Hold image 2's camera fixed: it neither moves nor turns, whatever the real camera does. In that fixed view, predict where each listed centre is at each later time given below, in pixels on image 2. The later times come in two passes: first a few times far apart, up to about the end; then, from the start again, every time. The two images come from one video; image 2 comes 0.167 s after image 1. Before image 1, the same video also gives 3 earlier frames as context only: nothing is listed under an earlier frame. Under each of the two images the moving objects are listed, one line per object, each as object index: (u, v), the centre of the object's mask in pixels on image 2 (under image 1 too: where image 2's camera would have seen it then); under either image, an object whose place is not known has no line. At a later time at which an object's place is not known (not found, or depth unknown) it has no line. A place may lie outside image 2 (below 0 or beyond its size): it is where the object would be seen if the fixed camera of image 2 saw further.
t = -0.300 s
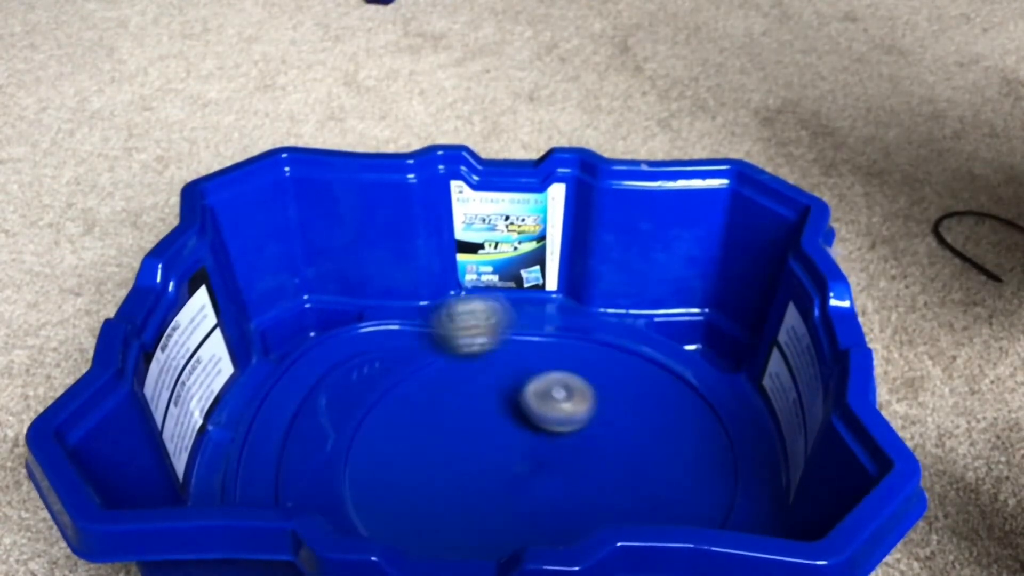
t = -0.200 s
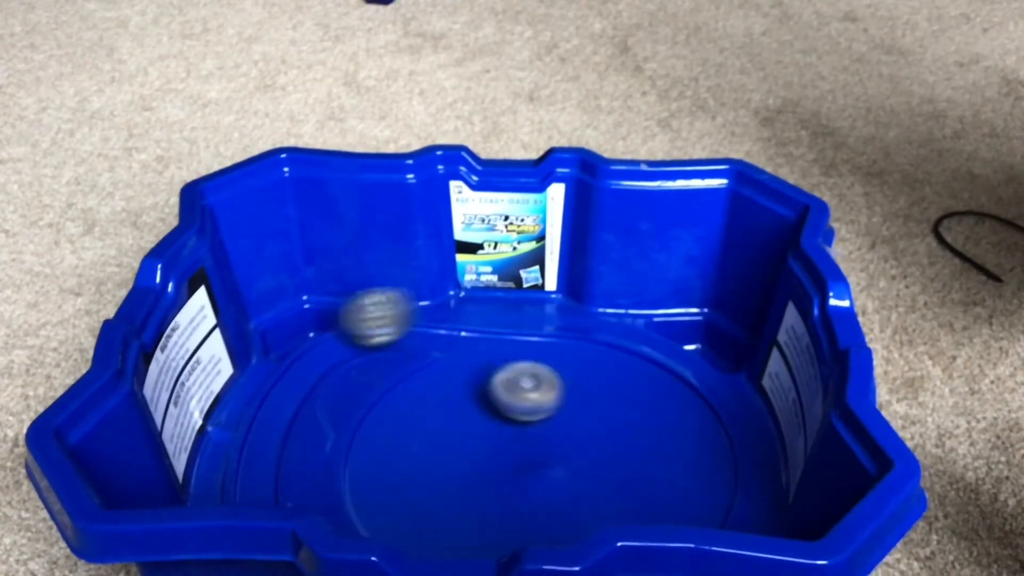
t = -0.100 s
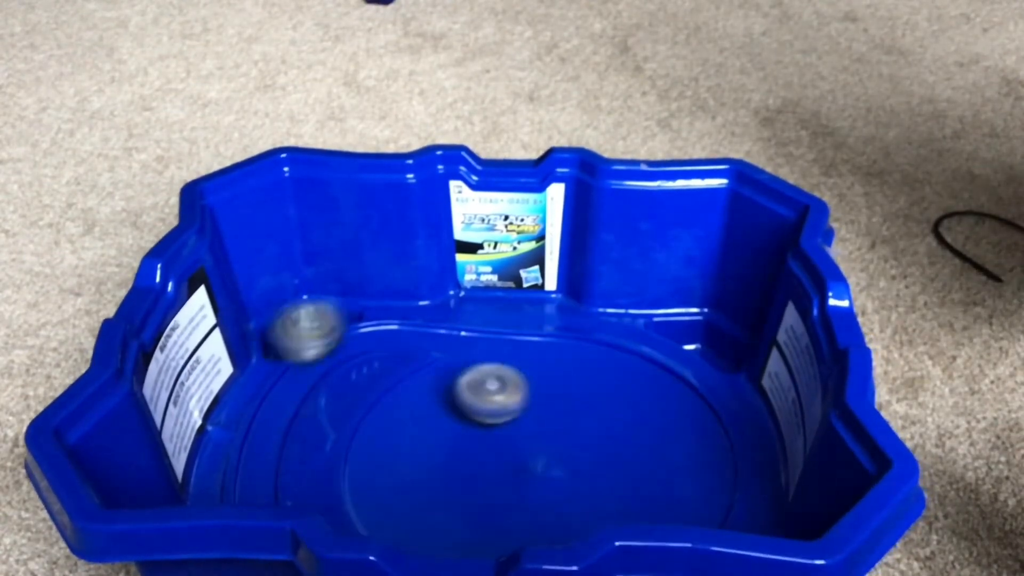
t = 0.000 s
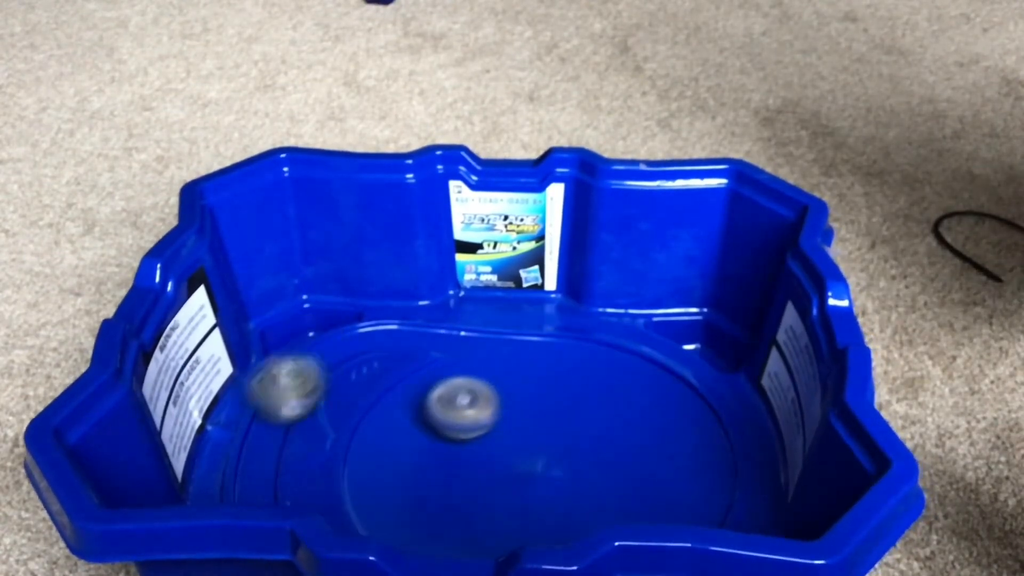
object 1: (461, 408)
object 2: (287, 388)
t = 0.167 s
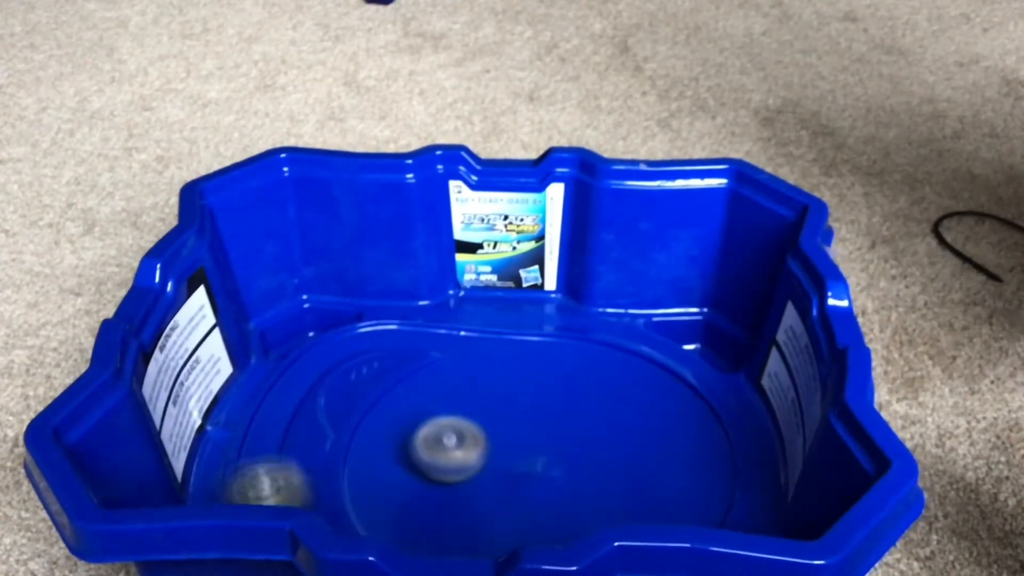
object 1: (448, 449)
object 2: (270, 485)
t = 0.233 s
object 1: (459, 465)
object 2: (333, 520)
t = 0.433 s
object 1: (518, 491)
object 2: (549, 530)
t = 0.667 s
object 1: (585, 462)
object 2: (718, 448)
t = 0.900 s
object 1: (599, 431)
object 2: (551, 355)
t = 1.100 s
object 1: (570, 413)
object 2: (376, 401)
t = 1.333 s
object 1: (522, 418)
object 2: (440, 536)
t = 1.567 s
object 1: (483, 438)
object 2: (678, 504)
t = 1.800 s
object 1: (465, 472)
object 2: (628, 367)
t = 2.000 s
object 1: (488, 495)
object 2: (455, 337)
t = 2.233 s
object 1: (532, 489)
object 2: (369, 472)
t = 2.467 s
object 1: (540, 471)
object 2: (563, 530)
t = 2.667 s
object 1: (506, 468)
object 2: (700, 452)
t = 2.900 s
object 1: (500, 458)
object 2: (597, 341)
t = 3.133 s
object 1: (495, 450)
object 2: (406, 375)
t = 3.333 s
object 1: (493, 450)
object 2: (376, 497)
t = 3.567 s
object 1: (495, 449)
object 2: (567, 532)
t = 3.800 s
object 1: (493, 449)
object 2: (689, 437)
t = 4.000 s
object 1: (497, 445)
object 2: (581, 351)
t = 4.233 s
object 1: (499, 439)
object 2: (401, 371)
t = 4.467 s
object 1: (503, 435)
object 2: (388, 504)
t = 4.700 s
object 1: (503, 435)
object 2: (597, 518)
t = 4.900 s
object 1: (505, 433)
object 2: (683, 434)
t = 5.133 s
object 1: (503, 435)
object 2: (570, 343)
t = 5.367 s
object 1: (504, 434)
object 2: (404, 388)
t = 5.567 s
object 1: (501, 437)
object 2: (393, 501)
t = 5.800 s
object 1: (501, 437)
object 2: (572, 529)
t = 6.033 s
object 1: (497, 442)
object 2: (677, 441)
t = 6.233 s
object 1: (494, 447)
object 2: (582, 363)
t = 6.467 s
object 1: (496, 450)
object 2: (417, 377)
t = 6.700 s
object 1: (493, 450)
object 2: (385, 493)
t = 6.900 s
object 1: (495, 453)
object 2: (540, 528)
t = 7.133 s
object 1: (496, 449)
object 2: (664, 451)
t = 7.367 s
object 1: (493, 450)
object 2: (582, 360)
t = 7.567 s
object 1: (496, 448)
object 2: (446, 374)
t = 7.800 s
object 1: (496, 445)
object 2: (398, 482)
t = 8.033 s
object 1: (496, 446)
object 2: (552, 527)
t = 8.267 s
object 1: (497, 444)
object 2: (659, 454)
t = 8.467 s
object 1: (497, 444)
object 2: (586, 377)
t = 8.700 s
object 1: (495, 447)
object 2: (437, 384)
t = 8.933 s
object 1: (496, 449)
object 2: (397, 483)
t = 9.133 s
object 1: (494, 449)
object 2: (529, 524)
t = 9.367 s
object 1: (494, 450)
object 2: (643, 455)
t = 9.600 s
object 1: (494, 448)
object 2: (571, 371)
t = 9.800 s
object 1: (494, 449)
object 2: (452, 384)
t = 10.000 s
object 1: (495, 447)
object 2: (409, 466)
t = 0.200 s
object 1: (453, 457)
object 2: (291, 500)
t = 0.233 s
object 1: (459, 465)
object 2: (333, 520)
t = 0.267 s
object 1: (466, 472)
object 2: (352, 529)
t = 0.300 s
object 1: (475, 479)
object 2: (397, 538)
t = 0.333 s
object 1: (485, 485)
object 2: (432, 544)
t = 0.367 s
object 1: (495, 489)
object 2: (469, 542)
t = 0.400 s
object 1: (506, 490)
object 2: (509, 537)
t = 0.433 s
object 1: (518, 491)
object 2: (549, 530)
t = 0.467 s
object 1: (532, 487)
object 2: (584, 523)
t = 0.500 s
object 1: (546, 481)
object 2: (630, 514)
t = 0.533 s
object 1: (556, 476)
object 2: (669, 509)
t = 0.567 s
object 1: (566, 472)
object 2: (699, 501)
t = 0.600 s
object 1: (573, 468)
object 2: (717, 488)
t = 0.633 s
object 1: (580, 465)
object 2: (721, 468)
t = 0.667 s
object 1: (585, 462)
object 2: (718, 448)
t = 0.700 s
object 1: (590, 459)
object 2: (708, 428)
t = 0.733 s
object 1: (595, 455)
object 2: (692, 409)
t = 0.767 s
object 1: (598, 450)
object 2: (670, 391)
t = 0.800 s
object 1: (600, 445)
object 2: (645, 377)
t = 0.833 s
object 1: (600, 440)
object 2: (615, 367)
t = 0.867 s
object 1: (600, 435)
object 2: (585, 360)
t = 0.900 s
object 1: (599, 431)
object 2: (551, 355)
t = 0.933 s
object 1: (596, 427)
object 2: (519, 355)
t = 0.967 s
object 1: (593, 423)
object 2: (487, 358)
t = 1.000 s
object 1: (588, 419)
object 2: (456, 363)
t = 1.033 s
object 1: (583, 416)
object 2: (426, 373)
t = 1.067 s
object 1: (577, 414)
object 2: (400, 385)
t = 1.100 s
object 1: (570, 413)
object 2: (376, 401)
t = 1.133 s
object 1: (563, 412)
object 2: (357, 417)
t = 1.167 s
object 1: (555, 411)
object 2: (349, 439)
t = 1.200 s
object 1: (547, 411)
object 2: (352, 465)
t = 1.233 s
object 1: (541, 412)
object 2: (366, 490)
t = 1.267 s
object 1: (534, 414)
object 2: (386, 511)
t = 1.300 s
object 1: (528, 416)
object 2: (410, 526)
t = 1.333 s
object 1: (522, 418)
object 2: (440, 536)
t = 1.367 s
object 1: (516, 420)
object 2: (473, 543)
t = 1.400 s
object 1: (510, 423)
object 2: (506, 545)
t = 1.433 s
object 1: (504, 425)
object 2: (548, 540)
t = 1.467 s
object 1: (498, 428)
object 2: (570, 536)
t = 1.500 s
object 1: (494, 431)
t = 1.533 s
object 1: (489, 434)
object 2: (658, 512)
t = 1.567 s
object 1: (483, 438)
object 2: (678, 504)
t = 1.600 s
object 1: (478, 442)
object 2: (691, 489)
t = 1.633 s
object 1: (473, 447)
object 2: (695, 466)
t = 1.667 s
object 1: (470, 452)
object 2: (692, 443)
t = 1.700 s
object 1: (467, 457)
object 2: (684, 422)
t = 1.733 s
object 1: (466, 462)
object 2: (669, 401)
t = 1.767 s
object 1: (465, 467)
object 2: (652, 383)
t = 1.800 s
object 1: (465, 472)
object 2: (628, 367)
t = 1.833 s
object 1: (467, 477)
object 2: (601, 354)
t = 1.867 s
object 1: (469, 482)
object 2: (575, 345)
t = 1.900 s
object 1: (473, 486)
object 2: (545, 338)
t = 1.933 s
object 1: (477, 490)
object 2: (515, 334)
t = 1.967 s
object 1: (482, 492)
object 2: (486, 334)
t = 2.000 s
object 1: (488, 495)
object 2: (455, 337)
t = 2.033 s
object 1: (496, 496)
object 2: (429, 345)
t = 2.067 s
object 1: (502, 496)
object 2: (406, 362)
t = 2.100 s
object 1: (510, 497)
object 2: (389, 381)
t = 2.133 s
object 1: (516, 496)
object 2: (375, 403)
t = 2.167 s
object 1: (522, 494)
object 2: (366, 426)
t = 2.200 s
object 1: (527, 492)
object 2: (365, 449)
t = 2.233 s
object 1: (532, 489)
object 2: (369, 472)
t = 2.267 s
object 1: (535, 486)
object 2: (382, 495)
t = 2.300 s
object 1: (537, 484)
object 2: (402, 514)
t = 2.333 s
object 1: (538, 481)
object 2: (432, 526)
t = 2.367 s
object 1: (541, 478)
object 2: (463, 534)
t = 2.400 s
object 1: (542, 475)
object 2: (492, 536)
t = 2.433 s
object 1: (542, 473)
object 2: (531, 535)
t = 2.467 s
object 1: (540, 471)
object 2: (563, 530)
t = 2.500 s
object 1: (536, 470)
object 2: (599, 520)
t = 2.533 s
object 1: (529, 470)
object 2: (637, 511)
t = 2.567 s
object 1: (522, 470)
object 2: (665, 502)
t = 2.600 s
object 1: (514, 470)
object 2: (683, 493)
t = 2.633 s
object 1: (508, 469)
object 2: (695, 473)
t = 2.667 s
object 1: (506, 468)
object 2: (700, 452)
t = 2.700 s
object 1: (506, 466)
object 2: (701, 431)
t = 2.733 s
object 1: (505, 465)
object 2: (695, 412)
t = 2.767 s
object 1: (505, 464)
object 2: (684, 393)
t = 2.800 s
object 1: (504, 463)
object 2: (668, 377)
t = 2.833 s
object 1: (502, 461)
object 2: (647, 362)
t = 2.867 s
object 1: (501, 459)
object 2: (623, 350)
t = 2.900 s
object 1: (500, 458)
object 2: (597, 341)
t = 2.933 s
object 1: (499, 456)
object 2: (571, 336)
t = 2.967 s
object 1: (498, 454)
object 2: (541, 334)
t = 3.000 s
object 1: (497, 453)
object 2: (513, 336)
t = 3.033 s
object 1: (497, 452)
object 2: (483, 341)
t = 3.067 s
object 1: (496, 451)
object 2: (456, 350)
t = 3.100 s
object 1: (496, 450)
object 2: (430, 361)
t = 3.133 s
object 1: (495, 450)
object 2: (406, 375)
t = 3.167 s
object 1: (495, 450)
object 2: (388, 392)
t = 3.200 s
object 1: (494, 449)
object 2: (373, 411)
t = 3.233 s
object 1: (494, 449)
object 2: (364, 431)
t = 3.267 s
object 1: (494, 449)
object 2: (361, 454)
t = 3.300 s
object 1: (493, 449)
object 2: (365, 475)
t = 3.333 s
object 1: (493, 450)
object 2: (376, 497)
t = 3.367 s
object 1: (493, 450)
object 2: (392, 513)
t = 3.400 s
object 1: (494, 450)
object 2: (418, 527)
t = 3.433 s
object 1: (494, 450)
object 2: (445, 536)
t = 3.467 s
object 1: (494, 450)
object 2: (477, 540)
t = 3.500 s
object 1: (494, 450)
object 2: (507, 540)
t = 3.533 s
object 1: (495, 449)
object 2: (543, 538)
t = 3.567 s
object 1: (495, 449)
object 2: (567, 532)
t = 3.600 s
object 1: (494, 448)
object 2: (604, 523)
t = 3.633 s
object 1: (494, 448)
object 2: (643, 513)
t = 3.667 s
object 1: (494, 448)
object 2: (666, 505)
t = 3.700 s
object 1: (493, 448)
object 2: (682, 495)
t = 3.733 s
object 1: (493, 449)
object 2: (690, 479)
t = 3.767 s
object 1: (493, 449)
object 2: (693, 457)
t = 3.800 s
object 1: (493, 449)
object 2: (689, 437)
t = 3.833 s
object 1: (494, 449)
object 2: (680, 418)
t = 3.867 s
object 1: (495, 449)
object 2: (668, 401)
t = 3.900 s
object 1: (496, 448)
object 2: (651, 384)
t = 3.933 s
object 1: (496, 447)
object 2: (629, 370)
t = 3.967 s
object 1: (496, 446)
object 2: (607, 359)
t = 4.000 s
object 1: (497, 445)
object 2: (581, 351)
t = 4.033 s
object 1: (497, 444)
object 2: (556, 344)
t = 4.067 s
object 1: (498, 443)
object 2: (529, 341)
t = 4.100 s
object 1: (498, 443)
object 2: (501, 342)
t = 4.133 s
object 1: (498, 442)
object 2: (474, 345)
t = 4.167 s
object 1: (498, 441)
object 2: (448, 351)
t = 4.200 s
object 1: (499, 440)
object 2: (423, 360)
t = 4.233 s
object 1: (499, 439)
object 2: (401, 371)
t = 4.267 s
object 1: (500, 439)
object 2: (383, 386)
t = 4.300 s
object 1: (500, 438)
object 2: (368, 403)
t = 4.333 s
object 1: (501, 438)
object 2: (361, 423)
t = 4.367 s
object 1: (501, 437)
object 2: (358, 444)
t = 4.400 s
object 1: (502, 437)
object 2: (362, 465)
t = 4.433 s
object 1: (503, 436)
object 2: (372, 486)
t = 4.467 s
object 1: (503, 435)
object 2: (388, 504)
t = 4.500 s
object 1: (503, 435)
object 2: (410, 519)
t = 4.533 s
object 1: (502, 436)
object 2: (441, 529)
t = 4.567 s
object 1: (502, 436)
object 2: (472, 534)
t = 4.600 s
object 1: (502, 436)
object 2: (503, 534)
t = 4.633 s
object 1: (502, 437)
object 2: (535, 532)
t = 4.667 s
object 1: (502, 436)
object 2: (565, 527)
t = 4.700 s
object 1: (503, 435)
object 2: (597, 518)
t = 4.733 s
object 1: (504, 434)
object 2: (630, 508)
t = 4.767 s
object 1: (505, 434)
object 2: (653, 500)
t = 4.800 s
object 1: (505, 433)
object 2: (668, 488)
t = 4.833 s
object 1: (505, 433)
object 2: (678, 470)
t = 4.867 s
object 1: (505, 433)
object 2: (683, 451)
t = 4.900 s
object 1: (505, 433)
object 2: (683, 434)
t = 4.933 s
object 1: (504, 434)
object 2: (678, 415)
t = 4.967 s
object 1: (504, 434)
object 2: (670, 398)
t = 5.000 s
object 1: (504, 434)
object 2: (657, 382)
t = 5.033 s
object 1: (503, 435)
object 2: (638, 368)
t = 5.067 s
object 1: (503, 435)
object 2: (617, 357)
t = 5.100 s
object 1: (503, 435)
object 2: (594, 348)
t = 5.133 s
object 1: (503, 435)
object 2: (570, 343)
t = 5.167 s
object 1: (503, 436)
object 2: (545, 340)
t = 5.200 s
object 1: (504, 435)
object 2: (518, 340)
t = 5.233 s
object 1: (504, 434)
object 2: (492, 344)
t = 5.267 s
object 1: (505, 434)
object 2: (467, 351)
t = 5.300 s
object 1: (505, 433)
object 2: (444, 360)
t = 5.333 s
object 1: (505, 433)
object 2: (422, 373)
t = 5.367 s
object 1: (504, 434)
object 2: (404, 388)
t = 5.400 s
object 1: (504, 434)
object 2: (389, 404)
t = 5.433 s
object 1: (503, 435)
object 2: (380, 422)
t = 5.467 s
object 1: (502, 435)
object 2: (375, 442)
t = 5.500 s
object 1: (501, 436)
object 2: (376, 461)
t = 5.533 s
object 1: (501, 437)
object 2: (382, 481)
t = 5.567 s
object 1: (501, 437)
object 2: (393, 501)
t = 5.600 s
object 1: (502, 437)
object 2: (410, 516)
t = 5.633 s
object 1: (502, 437)
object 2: (434, 527)
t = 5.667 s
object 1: (502, 436)
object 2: (461, 534)
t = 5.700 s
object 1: (503, 436)
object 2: (487, 537)
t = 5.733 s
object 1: (502, 436)
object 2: (517, 536)
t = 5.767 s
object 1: (501, 437)
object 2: (546, 534)
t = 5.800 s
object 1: (501, 437)
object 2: (572, 529)
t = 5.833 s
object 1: (500, 438)
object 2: (605, 519)
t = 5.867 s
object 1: (499, 439)
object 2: (634, 511)
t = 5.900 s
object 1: (499, 439)
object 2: (657, 503)
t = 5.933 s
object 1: (499, 440)
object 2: (670, 493)
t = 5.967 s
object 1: (498, 440)
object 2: (677, 478)
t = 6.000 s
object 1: (497, 441)
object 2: (679, 460)
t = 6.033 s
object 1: (497, 442)
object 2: (677, 441)
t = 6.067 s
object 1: (496, 442)
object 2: (669, 424)
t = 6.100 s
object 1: (496, 443)
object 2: (658, 408)
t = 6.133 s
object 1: (495, 444)
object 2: (643, 393)
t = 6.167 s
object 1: (495, 445)
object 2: (624, 381)
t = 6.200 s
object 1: (495, 446)
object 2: (604, 370)
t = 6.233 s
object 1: (494, 447)
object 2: (582, 363)
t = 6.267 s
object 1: (494, 448)
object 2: (558, 357)
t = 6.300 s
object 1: (494, 449)
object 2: (535, 354)
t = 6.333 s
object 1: (495, 450)
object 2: (509, 353)
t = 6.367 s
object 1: (495, 450)
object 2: (484, 356)
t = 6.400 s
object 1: (496, 450)
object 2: (460, 361)
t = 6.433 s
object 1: (496, 450)
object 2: (437, 368)
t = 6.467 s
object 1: (496, 450)
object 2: (417, 377)
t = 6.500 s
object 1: (496, 449)
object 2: (398, 389)
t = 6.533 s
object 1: (496, 448)
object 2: (385, 403)
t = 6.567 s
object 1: (495, 447)
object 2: (375, 420)
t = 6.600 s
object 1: (494, 447)
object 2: (369, 438)
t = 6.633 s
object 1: (493, 448)
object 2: (370, 456)
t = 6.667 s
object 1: (492, 449)
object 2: (375, 475)
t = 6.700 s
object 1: (493, 450)
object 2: (385, 493)
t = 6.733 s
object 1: (493, 451)
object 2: (403, 509)
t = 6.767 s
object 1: (494, 452)
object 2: (426, 521)
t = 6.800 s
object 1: (494, 452)
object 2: (451, 528)
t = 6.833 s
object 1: (494, 453)
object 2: (480, 531)
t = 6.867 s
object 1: (495, 453)
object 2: (508, 531)
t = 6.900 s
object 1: (495, 453)
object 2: (540, 528)
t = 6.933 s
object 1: (495, 453)
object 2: (565, 522)
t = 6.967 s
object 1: (495, 453)
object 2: (593, 514)
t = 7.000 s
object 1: (495, 453)
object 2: (619, 505)
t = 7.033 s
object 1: (496, 452)
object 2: (640, 497)
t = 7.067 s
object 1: (496, 451)
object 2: (653, 485)
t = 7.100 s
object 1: (496, 450)
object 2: (661, 468)
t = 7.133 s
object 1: (496, 449)
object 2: (664, 451)
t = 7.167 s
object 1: (495, 448)
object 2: (663, 434)
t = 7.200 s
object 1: (495, 447)
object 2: (658, 418)
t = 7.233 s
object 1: (494, 447)
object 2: (650, 403)
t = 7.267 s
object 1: (493, 448)
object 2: (637, 389)
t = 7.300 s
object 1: (492, 449)
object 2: (621, 376)
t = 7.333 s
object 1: (492, 450)
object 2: (602, 367)
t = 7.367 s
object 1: (493, 450)
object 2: (582, 360)
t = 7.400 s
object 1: (493, 450)
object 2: (560, 355)
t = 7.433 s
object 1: (494, 451)
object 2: (536, 353)
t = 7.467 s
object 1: (494, 451)
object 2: (513, 354)
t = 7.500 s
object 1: (495, 450)
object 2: (489, 358)
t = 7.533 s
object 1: (496, 449)
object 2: (467, 364)
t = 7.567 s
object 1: (496, 448)
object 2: (446, 374)
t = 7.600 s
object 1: (496, 446)
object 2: (428, 385)
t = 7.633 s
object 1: (496, 446)
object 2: (413, 398)
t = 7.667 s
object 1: (496, 445)
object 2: (401, 413)
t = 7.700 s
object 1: (496, 445)
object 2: (393, 430)
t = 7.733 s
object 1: (496, 445)
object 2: (389, 448)
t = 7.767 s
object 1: (496, 445)
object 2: (392, 465)
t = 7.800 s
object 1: (496, 445)
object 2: (398, 482)
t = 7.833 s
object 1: (495, 445)
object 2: (410, 499)
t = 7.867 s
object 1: (495, 445)
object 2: (427, 514)
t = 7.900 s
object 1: (495, 445)
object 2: (448, 524)
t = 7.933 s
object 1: (495, 445)
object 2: (472, 530)
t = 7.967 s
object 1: (495, 446)
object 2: (497, 531)
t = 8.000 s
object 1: (496, 446)
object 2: (525, 531)
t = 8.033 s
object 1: (496, 446)
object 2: (552, 527)
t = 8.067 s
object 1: (496, 446)
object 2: (575, 521)
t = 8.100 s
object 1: (496, 446)
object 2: (602, 513)
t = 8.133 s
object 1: (497, 446)
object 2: (625, 504)
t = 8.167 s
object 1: (497, 445)
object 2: (642, 497)
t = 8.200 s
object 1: (497, 444)
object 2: (654, 486)
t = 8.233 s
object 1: (497, 444)
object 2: (659, 470)
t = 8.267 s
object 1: (497, 444)
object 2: (659, 454)
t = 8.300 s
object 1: (497, 444)
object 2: (656, 438)
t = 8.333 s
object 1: (497, 443)
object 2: (648, 423)
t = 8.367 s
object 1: (497, 443)
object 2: (637, 409)
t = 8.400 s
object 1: (497, 443)
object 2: (623, 397)
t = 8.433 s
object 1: (497, 444)
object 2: (605, 386)
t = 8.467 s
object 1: (497, 444)
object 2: (586, 377)
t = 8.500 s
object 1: (497, 444)
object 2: (565, 371)
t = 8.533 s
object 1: (496, 444)
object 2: (542, 368)
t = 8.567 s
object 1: (496, 444)
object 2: (519, 366)
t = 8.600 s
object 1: (496, 445)
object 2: (499, 368)
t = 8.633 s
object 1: (496, 446)
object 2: (476, 371)
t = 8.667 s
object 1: (495, 446)
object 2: (455, 377)
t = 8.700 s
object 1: (495, 447)
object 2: (437, 384)
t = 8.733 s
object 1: (495, 447)
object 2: (419, 394)
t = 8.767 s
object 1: (494, 448)
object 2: (405, 406)
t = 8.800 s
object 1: (494, 449)
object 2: (395, 420)
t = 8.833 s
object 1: (495, 449)
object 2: (388, 435)
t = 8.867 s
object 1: (495, 449)
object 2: (386, 451)
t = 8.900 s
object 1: (496, 449)
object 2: (389, 467)
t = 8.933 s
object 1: (496, 449)
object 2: (397, 483)
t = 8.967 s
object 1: (496, 449)
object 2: (412, 498)
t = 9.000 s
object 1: (496, 448)
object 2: (431, 511)
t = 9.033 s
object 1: (495, 448)
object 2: (453, 521)
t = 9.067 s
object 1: (495, 448)
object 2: (478, 525)
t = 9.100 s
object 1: (495, 448)
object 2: (501, 526)
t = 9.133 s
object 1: (494, 449)
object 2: (529, 524)
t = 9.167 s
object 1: (494, 449)
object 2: (554, 520)
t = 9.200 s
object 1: (494, 449)
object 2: (574, 514)
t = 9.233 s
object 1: (494, 450)
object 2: (597, 505)
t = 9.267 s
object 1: (494, 450)
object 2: (618, 496)
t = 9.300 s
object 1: (494, 450)
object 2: (631, 485)
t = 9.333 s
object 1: (494, 450)
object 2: (640, 470)
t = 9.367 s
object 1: (494, 450)
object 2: (643, 455)
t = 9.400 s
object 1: (495, 450)
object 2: (642, 440)
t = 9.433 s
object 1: (495, 450)
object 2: (639, 426)
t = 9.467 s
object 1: (495, 449)
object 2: (631, 411)
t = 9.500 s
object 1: (495, 449)
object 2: (620, 398)
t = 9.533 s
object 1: (495, 449)
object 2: (606, 387)
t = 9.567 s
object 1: (495, 448)
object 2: (591, 378)
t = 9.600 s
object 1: (494, 448)
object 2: (571, 371)
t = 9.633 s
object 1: (494, 448)
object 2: (553, 367)
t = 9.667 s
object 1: (494, 449)
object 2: (532, 365)
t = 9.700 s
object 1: (494, 449)
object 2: (511, 365)
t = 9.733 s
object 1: (494, 449)
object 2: (490, 369)
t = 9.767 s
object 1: (494, 449)
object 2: (470, 375)
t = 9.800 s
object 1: (494, 449)
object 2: (452, 384)
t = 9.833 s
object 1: (494, 449)
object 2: (437, 393)
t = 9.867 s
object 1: (495, 449)
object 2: (423, 405)
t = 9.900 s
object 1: (495, 448)
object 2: (413, 419)
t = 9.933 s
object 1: (495, 448)
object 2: (407, 434)
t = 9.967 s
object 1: (495, 447)
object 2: (406, 450)
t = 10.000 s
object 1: (495, 447)
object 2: (409, 466)
